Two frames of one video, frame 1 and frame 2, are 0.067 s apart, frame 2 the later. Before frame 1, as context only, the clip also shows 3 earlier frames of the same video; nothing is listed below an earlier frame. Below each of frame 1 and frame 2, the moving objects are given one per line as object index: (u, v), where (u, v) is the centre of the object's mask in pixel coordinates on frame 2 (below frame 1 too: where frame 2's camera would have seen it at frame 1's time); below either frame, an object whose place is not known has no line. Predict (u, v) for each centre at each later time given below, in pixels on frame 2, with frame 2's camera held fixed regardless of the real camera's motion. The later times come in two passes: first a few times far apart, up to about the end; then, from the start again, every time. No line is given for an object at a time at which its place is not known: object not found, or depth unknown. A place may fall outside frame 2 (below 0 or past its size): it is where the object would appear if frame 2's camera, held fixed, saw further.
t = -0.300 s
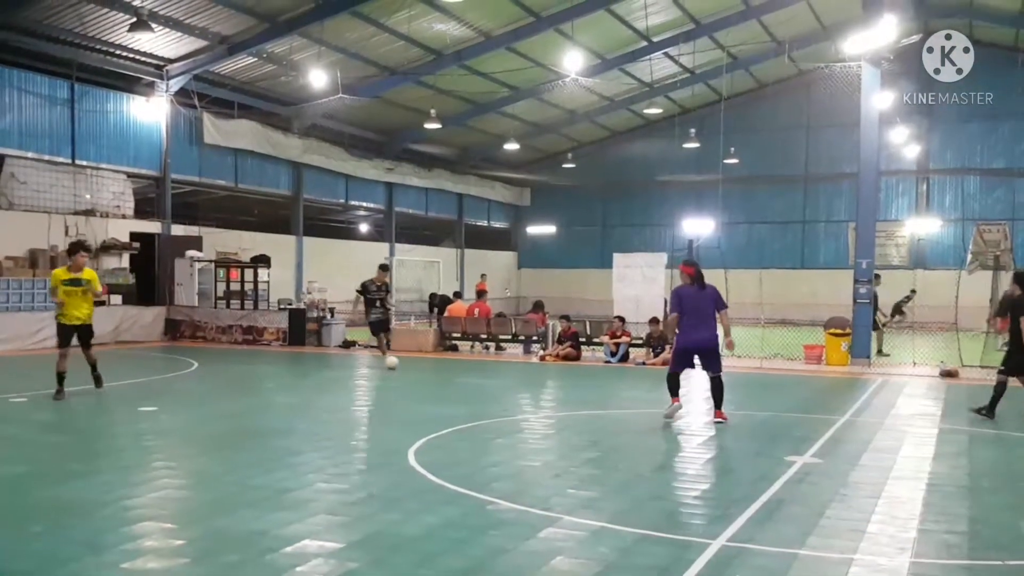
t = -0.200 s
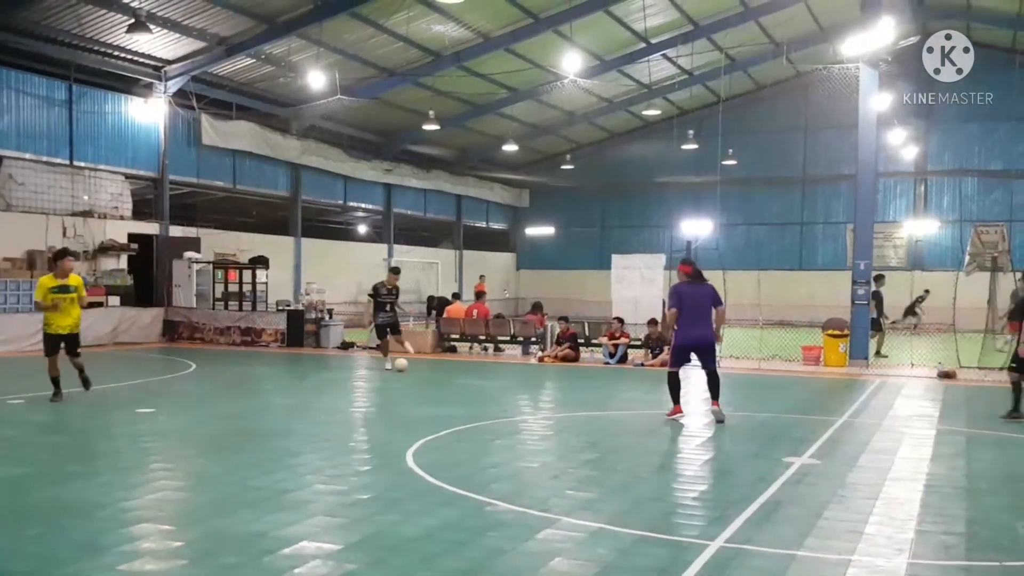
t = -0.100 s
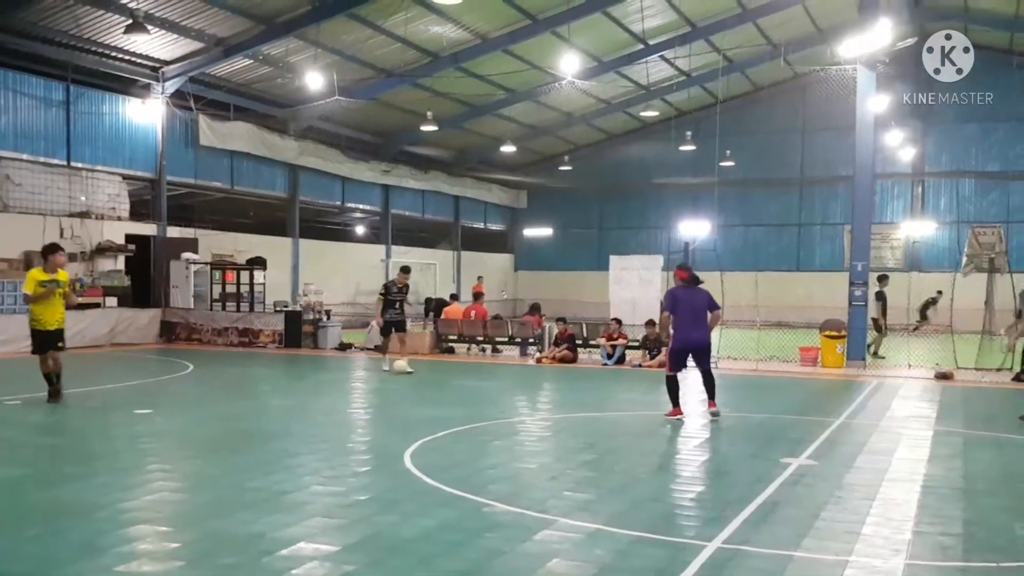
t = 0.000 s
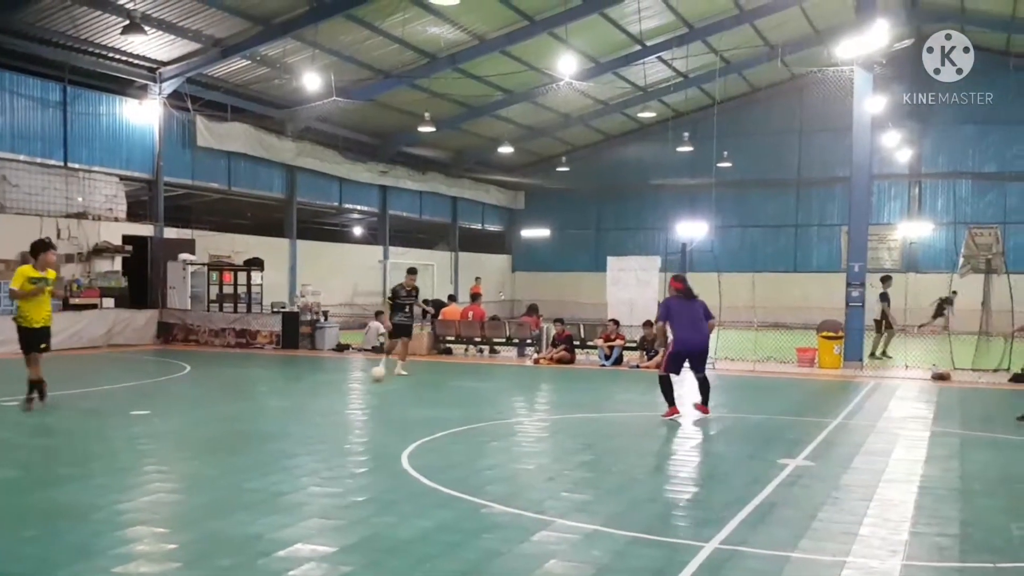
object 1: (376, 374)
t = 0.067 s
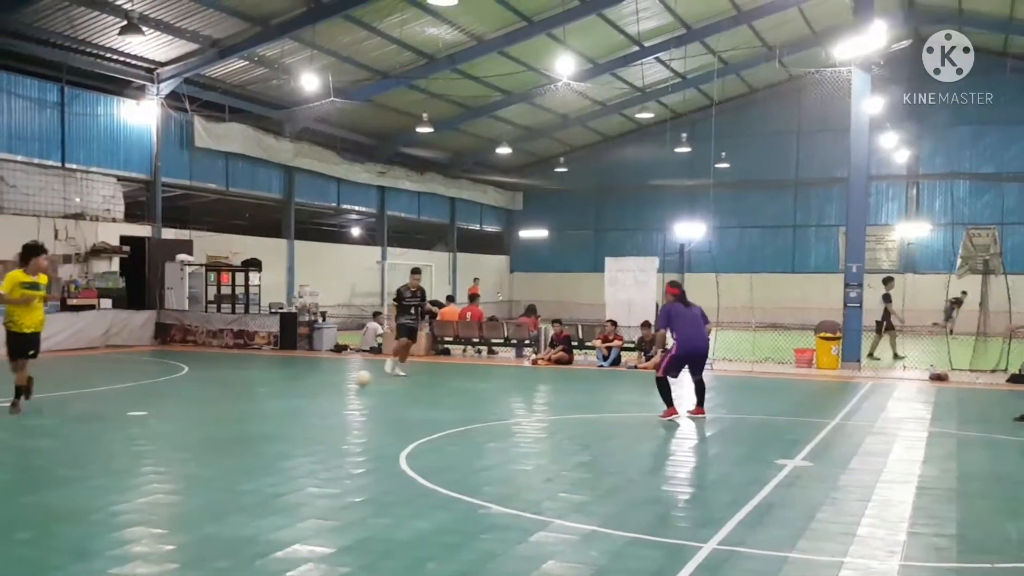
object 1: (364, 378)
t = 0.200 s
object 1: (335, 388)
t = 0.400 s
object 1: (290, 400)
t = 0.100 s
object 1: (356, 381)
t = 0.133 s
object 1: (349, 383)
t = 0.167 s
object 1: (341, 385)
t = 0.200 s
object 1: (335, 388)
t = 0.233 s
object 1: (328, 389)
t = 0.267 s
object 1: (320, 391)
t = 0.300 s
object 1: (313, 393)
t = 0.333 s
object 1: (305, 396)
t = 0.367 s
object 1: (298, 397)
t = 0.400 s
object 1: (290, 400)
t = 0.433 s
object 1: (282, 402)
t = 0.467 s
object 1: (274, 404)
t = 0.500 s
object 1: (265, 406)
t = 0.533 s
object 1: (257, 408)
